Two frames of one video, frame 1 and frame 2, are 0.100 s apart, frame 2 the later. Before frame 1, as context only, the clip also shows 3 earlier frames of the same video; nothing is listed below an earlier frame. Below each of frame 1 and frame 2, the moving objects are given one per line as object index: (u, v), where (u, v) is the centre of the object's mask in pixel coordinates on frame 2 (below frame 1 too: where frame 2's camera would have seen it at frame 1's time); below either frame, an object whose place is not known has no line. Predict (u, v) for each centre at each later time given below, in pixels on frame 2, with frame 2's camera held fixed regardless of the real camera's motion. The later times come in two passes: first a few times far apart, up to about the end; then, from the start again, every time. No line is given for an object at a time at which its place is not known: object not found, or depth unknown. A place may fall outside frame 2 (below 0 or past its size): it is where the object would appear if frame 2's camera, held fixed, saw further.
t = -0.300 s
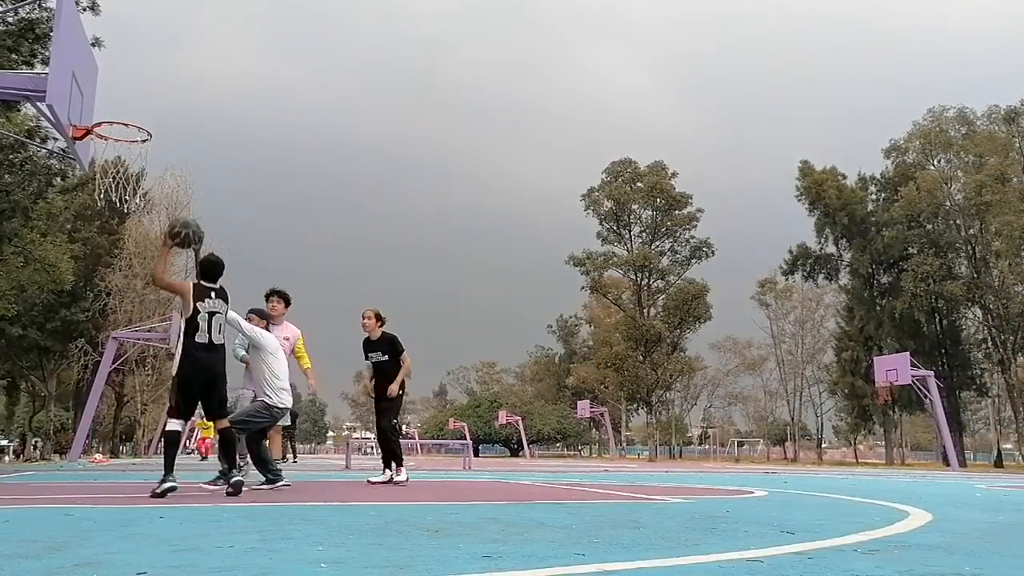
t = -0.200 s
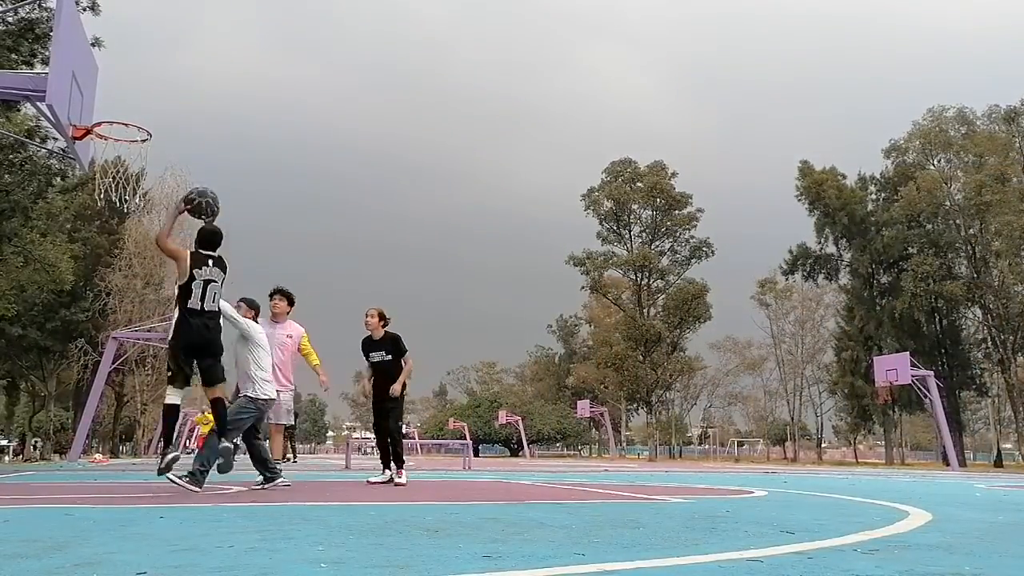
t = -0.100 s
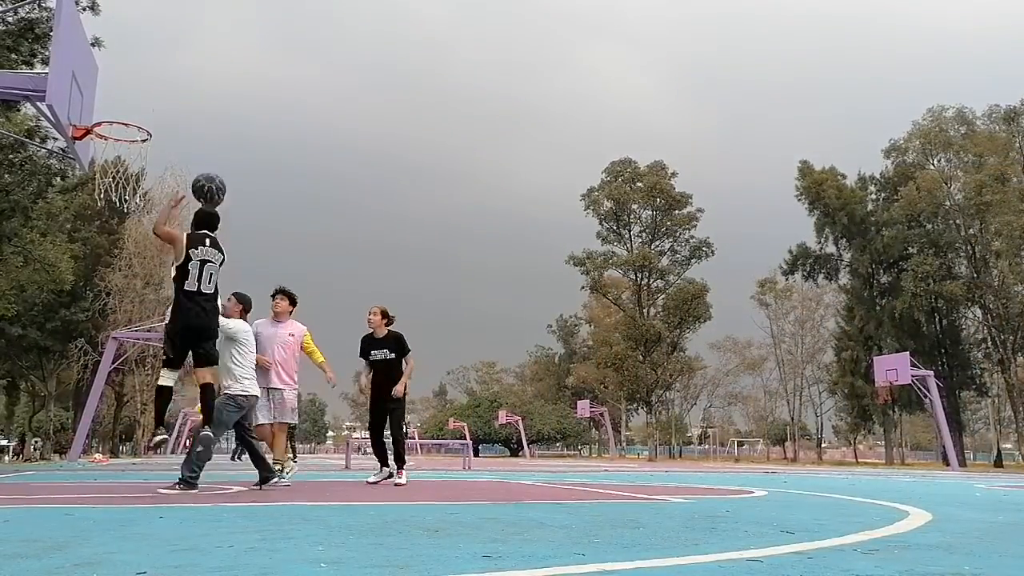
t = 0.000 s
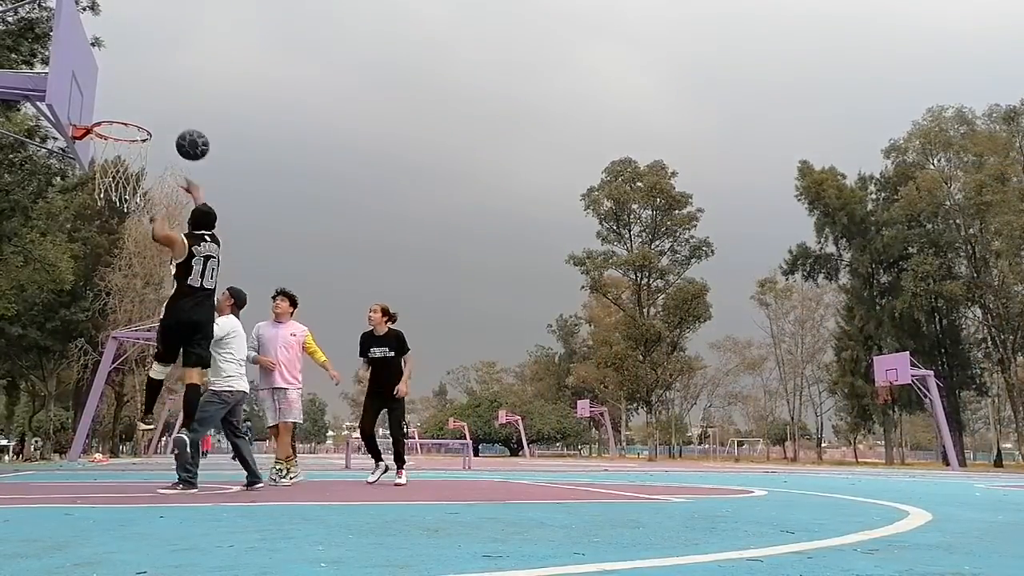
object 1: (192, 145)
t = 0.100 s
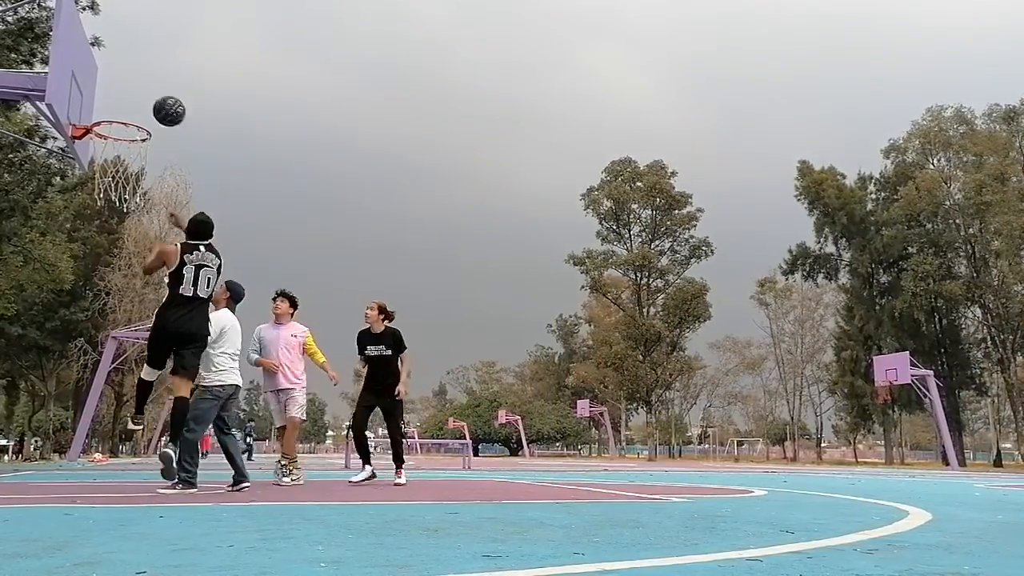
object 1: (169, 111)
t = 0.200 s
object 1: (146, 90)
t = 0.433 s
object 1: (96, 86)
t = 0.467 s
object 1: (89, 91)
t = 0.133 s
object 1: (161, 102)
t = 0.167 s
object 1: (154, 96)
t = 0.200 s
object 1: (146, 90)
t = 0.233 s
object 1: (139, 86)
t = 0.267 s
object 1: (132, 83)
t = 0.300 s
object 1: (124, 82)
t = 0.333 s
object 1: (117, 81)
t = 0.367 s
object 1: (110, 82)
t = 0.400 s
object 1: (103, 84)
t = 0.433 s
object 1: (96, 86)
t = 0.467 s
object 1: (89, 91)
